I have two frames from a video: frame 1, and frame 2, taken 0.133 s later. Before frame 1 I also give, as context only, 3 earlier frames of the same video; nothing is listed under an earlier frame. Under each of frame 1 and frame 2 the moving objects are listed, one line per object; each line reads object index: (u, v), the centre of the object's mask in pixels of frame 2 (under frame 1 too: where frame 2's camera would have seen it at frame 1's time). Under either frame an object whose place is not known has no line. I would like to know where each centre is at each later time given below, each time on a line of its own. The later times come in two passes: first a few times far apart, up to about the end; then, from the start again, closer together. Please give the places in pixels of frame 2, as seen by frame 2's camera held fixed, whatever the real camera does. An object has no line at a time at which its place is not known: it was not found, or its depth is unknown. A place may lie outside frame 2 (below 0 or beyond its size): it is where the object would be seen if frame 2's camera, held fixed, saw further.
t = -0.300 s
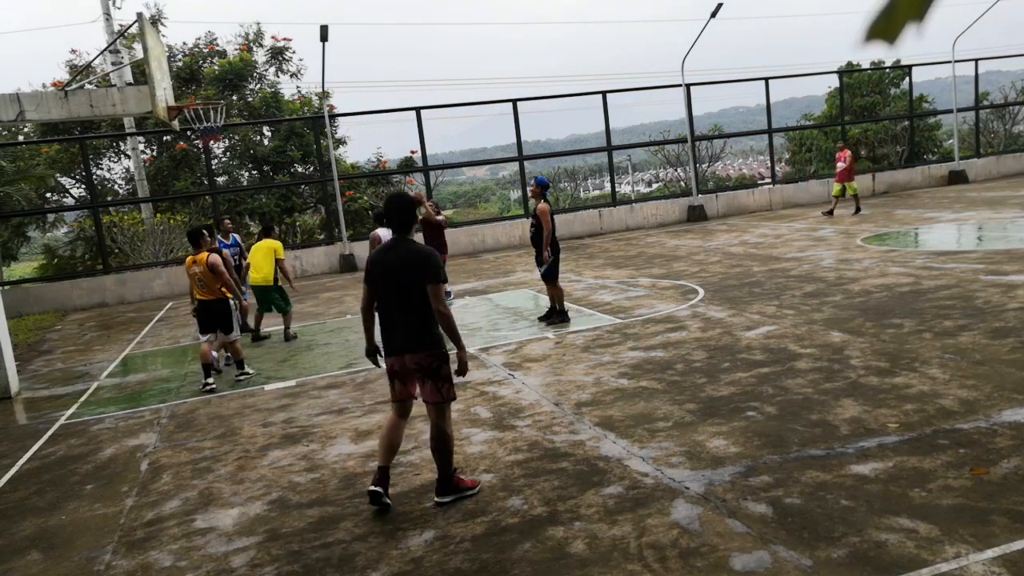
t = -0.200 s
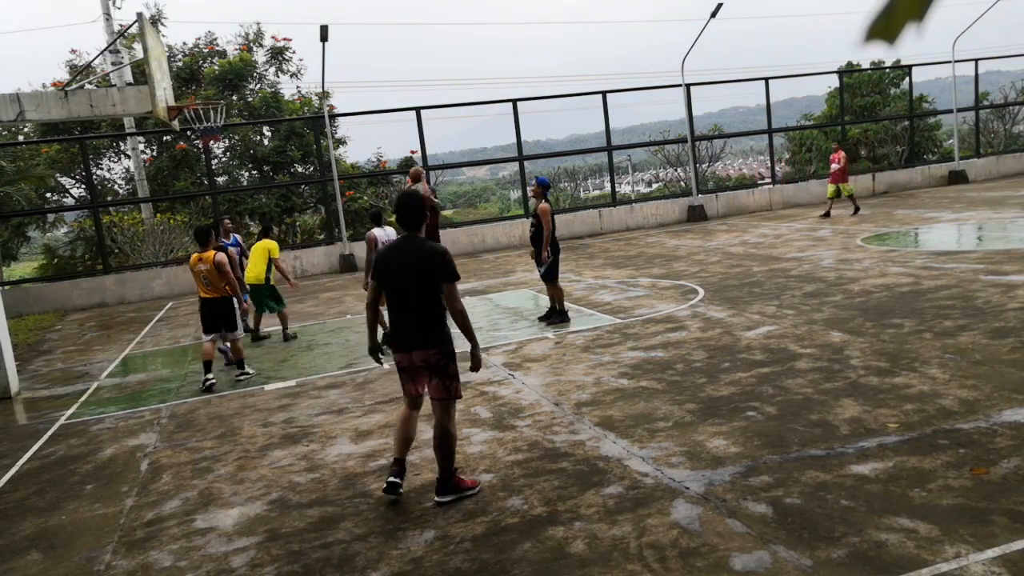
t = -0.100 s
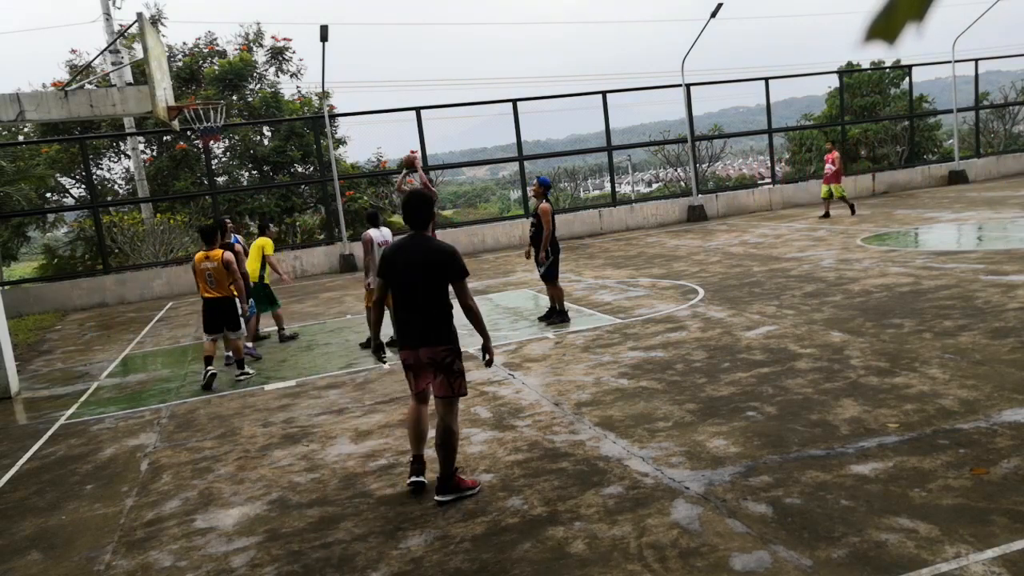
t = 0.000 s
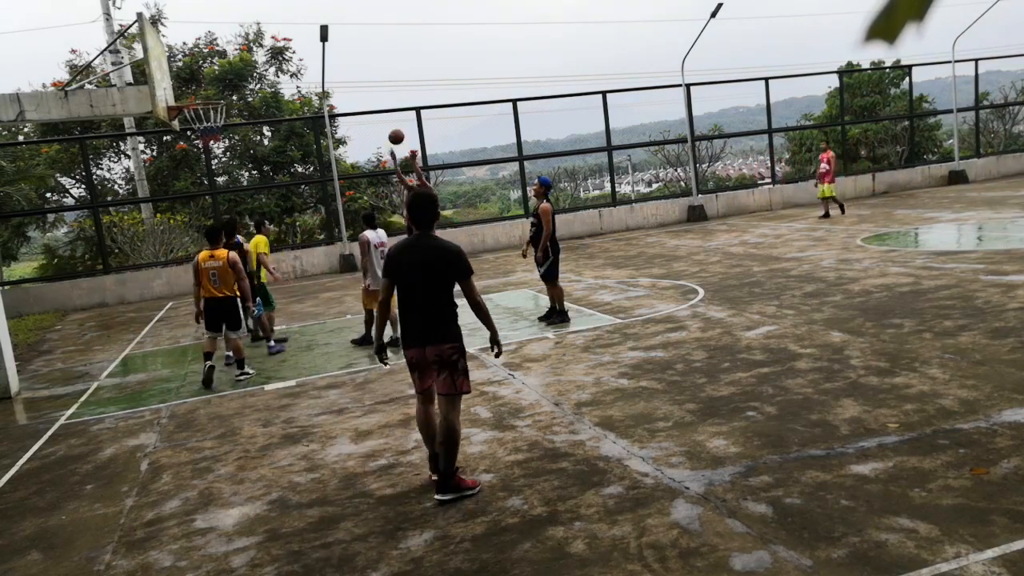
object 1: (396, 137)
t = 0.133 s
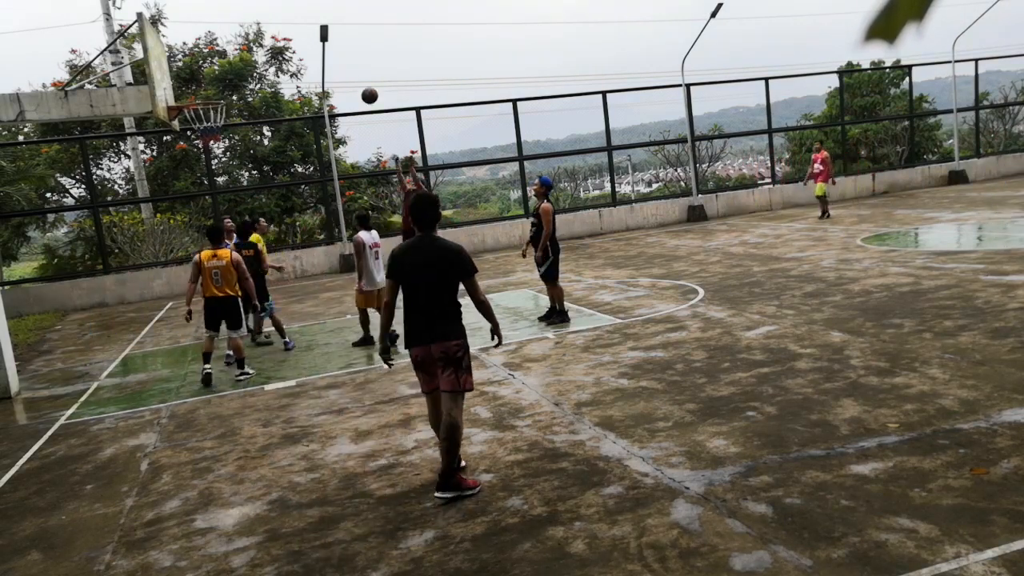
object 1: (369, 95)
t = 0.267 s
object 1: (343, 64)
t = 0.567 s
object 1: (283, 37)
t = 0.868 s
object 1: (227, 80)
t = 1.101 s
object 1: (206, 99)
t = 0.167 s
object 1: (363, 87)
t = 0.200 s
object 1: (356, 79)
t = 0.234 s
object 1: (350, 71)
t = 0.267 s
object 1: (343, 64)
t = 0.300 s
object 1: (336, 59)
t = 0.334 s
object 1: (330, 53)
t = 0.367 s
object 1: (323, 48)
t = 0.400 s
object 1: (316, 44)
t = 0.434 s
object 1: (310, 41)
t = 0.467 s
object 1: (303, 39)
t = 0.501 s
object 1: (296, 37)
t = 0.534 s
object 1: (290, 37)
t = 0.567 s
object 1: (283, 37)
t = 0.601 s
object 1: (277, 38)
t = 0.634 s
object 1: (271, 40)
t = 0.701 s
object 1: (257, 47)
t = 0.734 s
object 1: (251, 52)
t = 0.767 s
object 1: (245, 57)
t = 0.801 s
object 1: (237, 66)
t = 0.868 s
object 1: (227, 80)
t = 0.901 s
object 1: (221, 90)
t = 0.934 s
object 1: (214, 95)
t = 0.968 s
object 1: (207, 95)
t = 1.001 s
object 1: (200, 96)
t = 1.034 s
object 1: (193, 99)
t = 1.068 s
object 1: (199, 98)
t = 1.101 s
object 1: (206, 99)
